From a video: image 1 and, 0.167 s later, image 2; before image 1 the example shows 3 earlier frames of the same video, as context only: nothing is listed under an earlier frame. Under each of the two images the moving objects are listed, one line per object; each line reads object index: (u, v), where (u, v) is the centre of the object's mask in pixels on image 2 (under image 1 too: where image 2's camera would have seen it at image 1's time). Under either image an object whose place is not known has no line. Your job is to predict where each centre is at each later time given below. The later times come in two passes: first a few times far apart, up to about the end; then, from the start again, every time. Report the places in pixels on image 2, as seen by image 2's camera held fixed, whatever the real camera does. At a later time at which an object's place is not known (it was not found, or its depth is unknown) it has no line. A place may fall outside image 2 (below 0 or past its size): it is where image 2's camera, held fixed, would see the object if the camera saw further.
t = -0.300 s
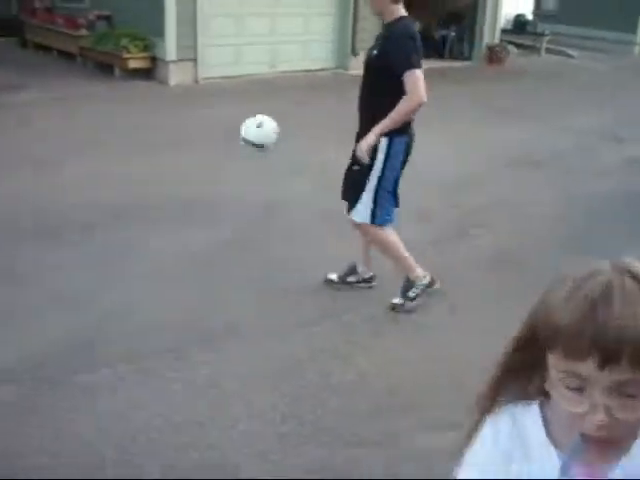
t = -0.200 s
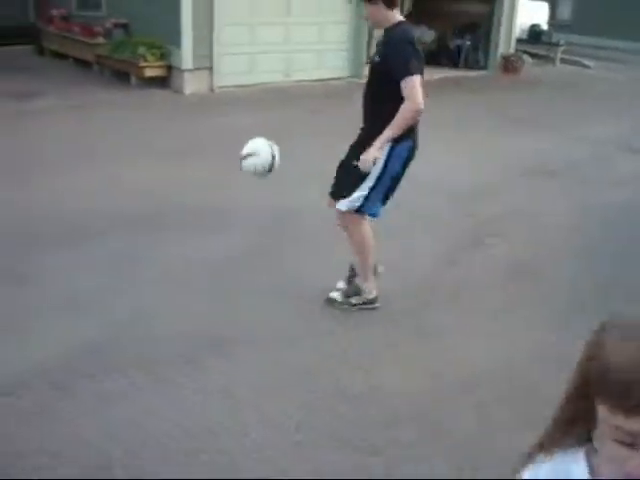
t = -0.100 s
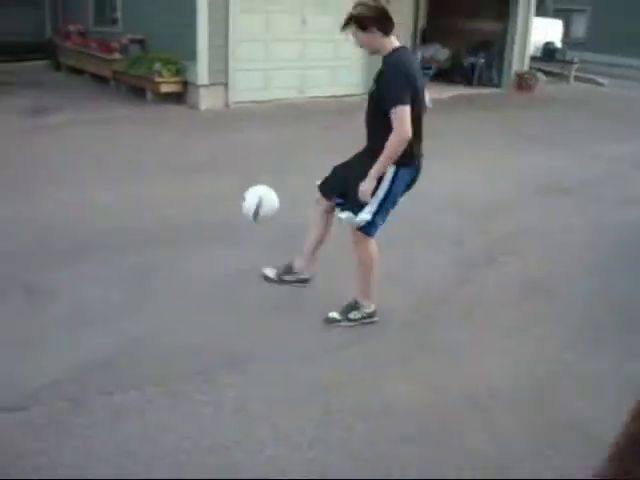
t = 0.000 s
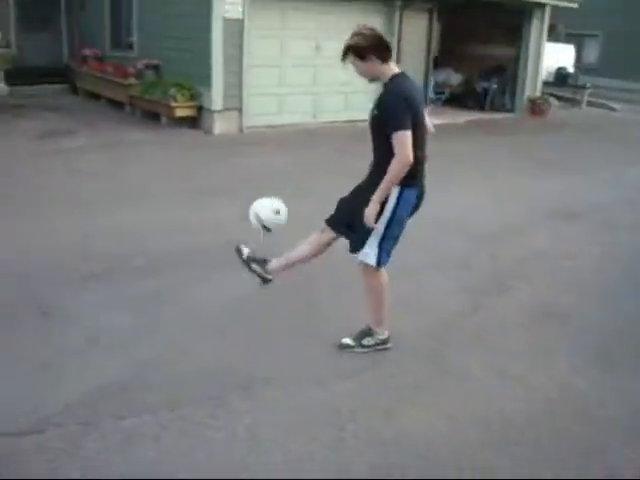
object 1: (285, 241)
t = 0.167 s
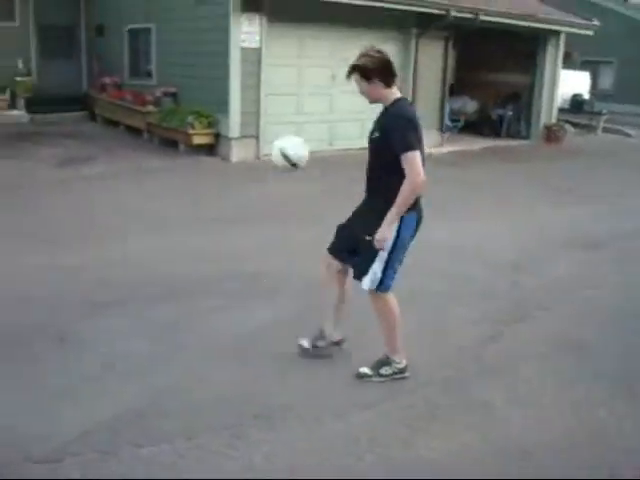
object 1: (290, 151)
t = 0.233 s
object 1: (291, 130)
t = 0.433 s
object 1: (293, 109)
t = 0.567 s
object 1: (294, 135)
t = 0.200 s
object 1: (288, 139)
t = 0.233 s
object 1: (291, 130)
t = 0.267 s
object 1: (291, 121)
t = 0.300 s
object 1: (292, 115)
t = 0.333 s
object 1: (293, 111)
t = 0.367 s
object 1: (293, 108)
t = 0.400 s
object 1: (293, 107)
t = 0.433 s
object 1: (293, 109)
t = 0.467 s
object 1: (294, 112)
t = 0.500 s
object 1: (293, 119)
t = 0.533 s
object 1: (293, 127)
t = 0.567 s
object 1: (294, 135)
